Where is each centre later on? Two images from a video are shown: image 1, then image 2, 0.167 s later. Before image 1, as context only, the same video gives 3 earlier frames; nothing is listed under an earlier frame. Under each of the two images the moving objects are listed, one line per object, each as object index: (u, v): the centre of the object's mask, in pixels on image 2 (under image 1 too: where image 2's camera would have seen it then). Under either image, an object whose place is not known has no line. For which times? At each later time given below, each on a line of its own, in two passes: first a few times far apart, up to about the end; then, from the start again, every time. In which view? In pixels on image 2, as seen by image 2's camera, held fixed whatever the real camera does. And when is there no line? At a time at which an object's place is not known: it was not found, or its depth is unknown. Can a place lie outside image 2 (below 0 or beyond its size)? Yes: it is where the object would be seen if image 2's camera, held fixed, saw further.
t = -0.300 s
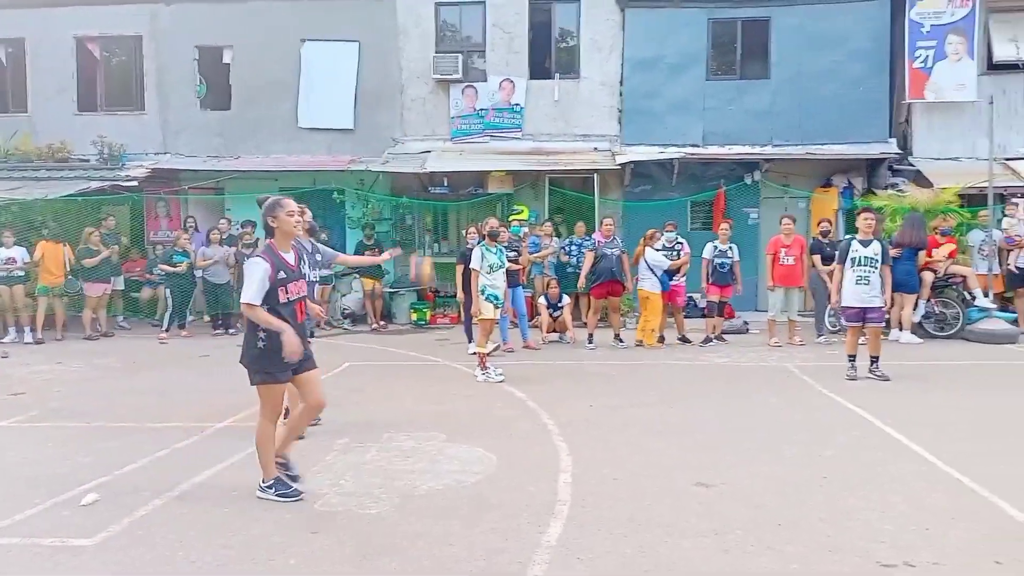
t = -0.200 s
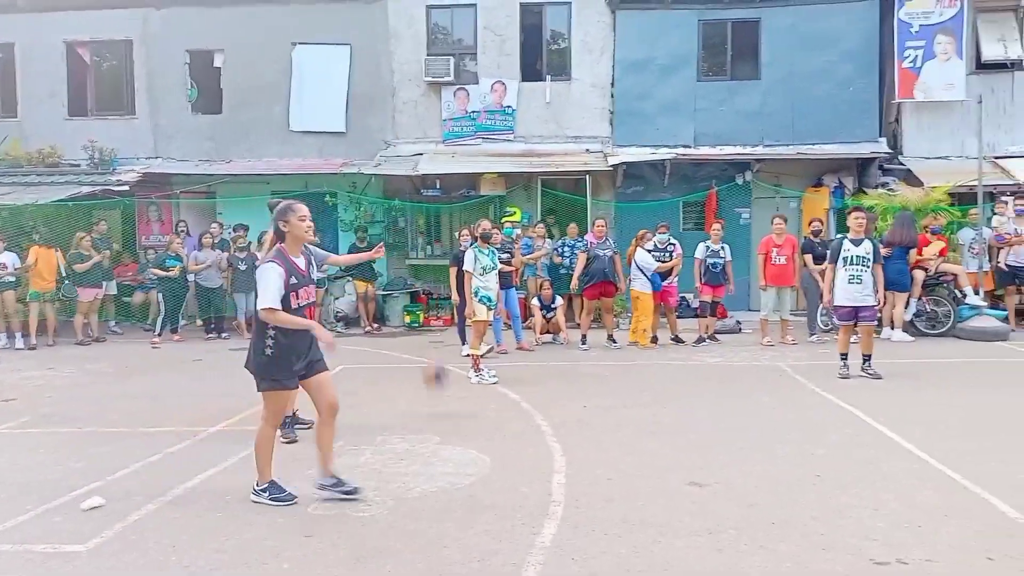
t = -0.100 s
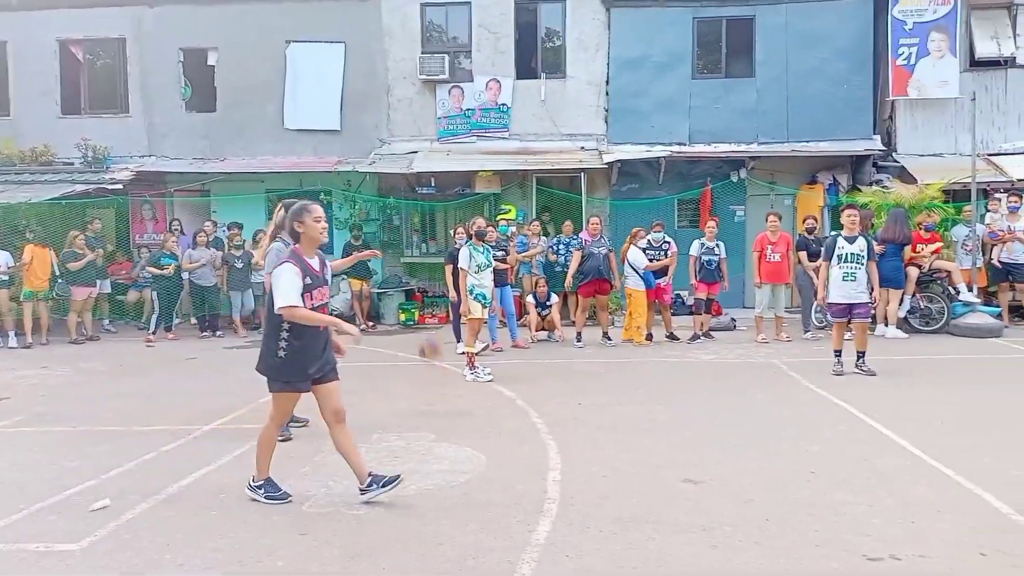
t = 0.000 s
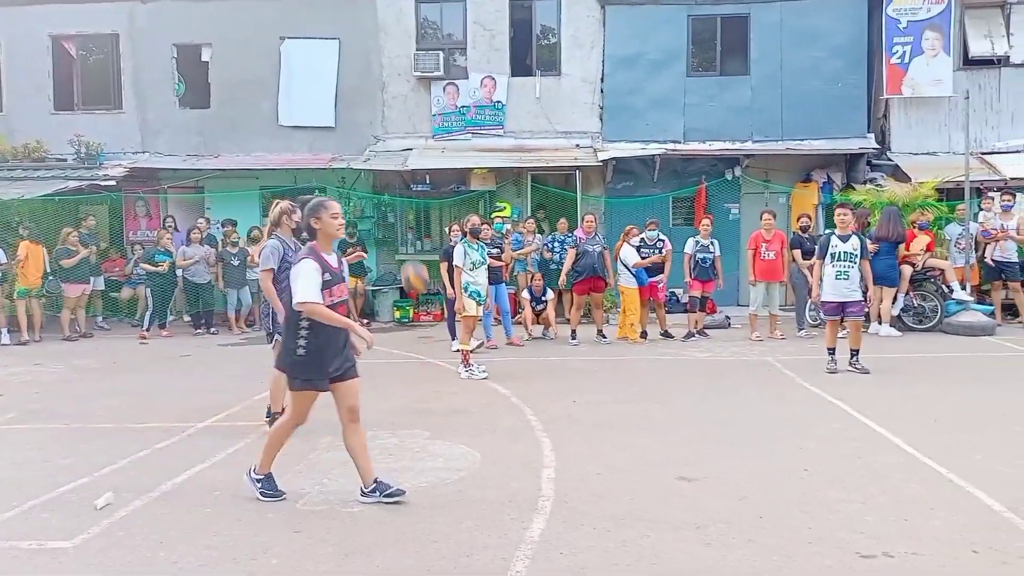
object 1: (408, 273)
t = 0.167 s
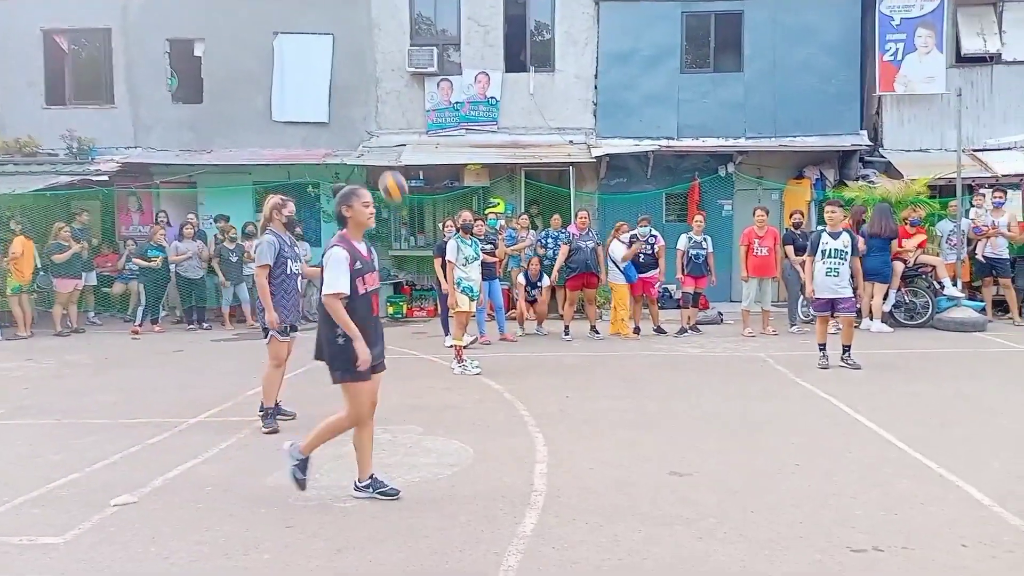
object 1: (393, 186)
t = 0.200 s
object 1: (391, 176)
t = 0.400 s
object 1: (372, 124)
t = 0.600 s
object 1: (357, 126)
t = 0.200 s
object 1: (391, 176)
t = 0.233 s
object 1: (388, 164)
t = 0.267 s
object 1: (385, 152)
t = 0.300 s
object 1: (381, 142)
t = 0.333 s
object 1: (378, 135)
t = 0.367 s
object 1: (375, 129)
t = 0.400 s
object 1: (372, 124)
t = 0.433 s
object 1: (370, 122)
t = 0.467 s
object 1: (367, 120)
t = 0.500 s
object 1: (364, 119)
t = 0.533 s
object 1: (362, 121)
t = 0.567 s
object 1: (359, 123)
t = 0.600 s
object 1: (357, 126)
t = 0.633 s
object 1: (354, 132)
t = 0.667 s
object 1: (352, 137)
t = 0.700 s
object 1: (349, 146)
